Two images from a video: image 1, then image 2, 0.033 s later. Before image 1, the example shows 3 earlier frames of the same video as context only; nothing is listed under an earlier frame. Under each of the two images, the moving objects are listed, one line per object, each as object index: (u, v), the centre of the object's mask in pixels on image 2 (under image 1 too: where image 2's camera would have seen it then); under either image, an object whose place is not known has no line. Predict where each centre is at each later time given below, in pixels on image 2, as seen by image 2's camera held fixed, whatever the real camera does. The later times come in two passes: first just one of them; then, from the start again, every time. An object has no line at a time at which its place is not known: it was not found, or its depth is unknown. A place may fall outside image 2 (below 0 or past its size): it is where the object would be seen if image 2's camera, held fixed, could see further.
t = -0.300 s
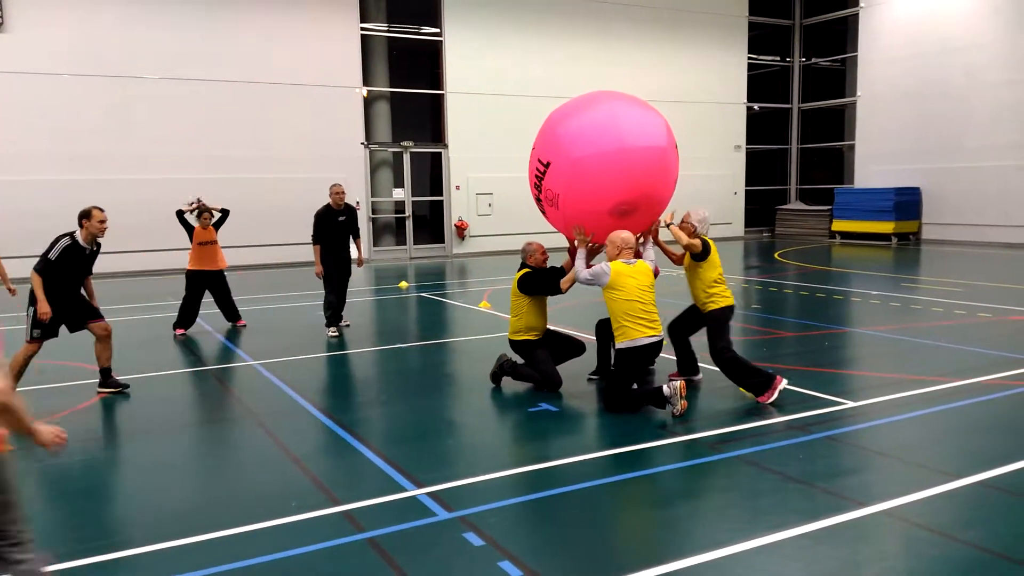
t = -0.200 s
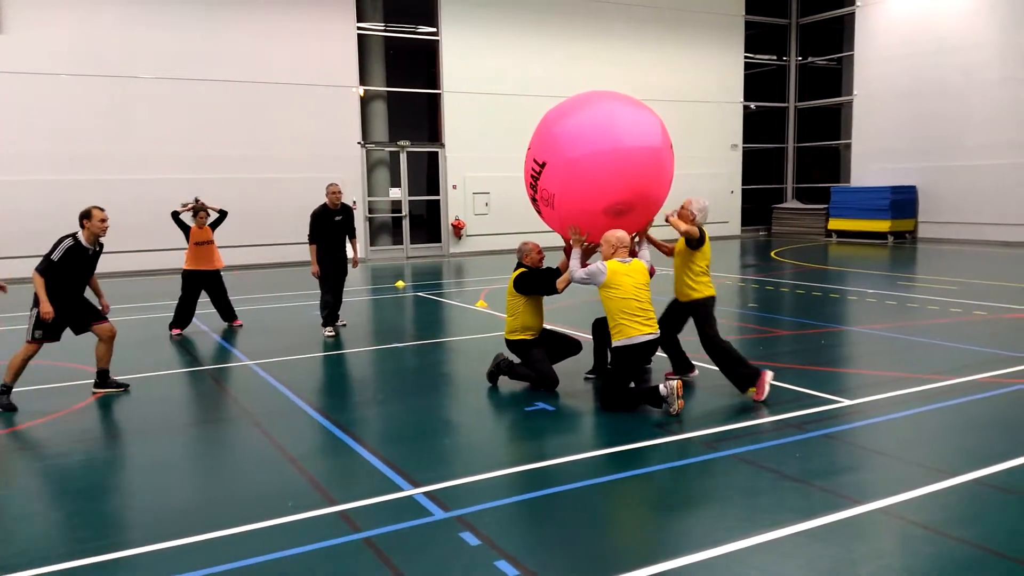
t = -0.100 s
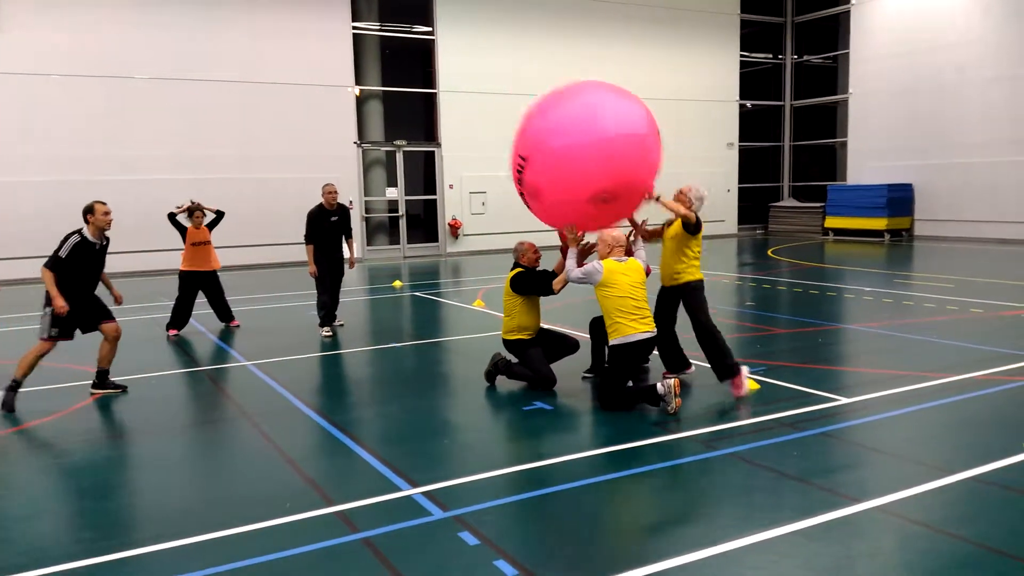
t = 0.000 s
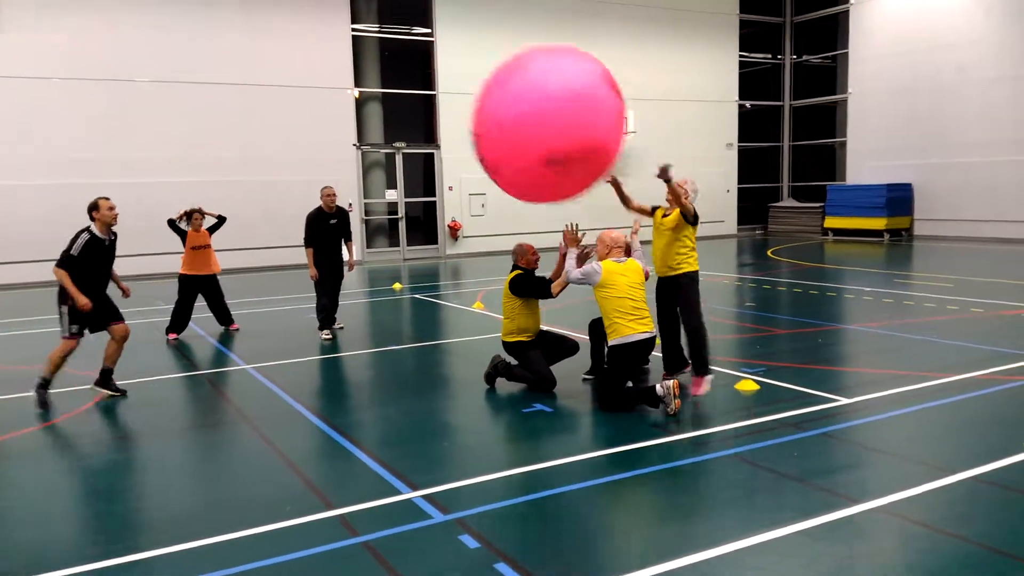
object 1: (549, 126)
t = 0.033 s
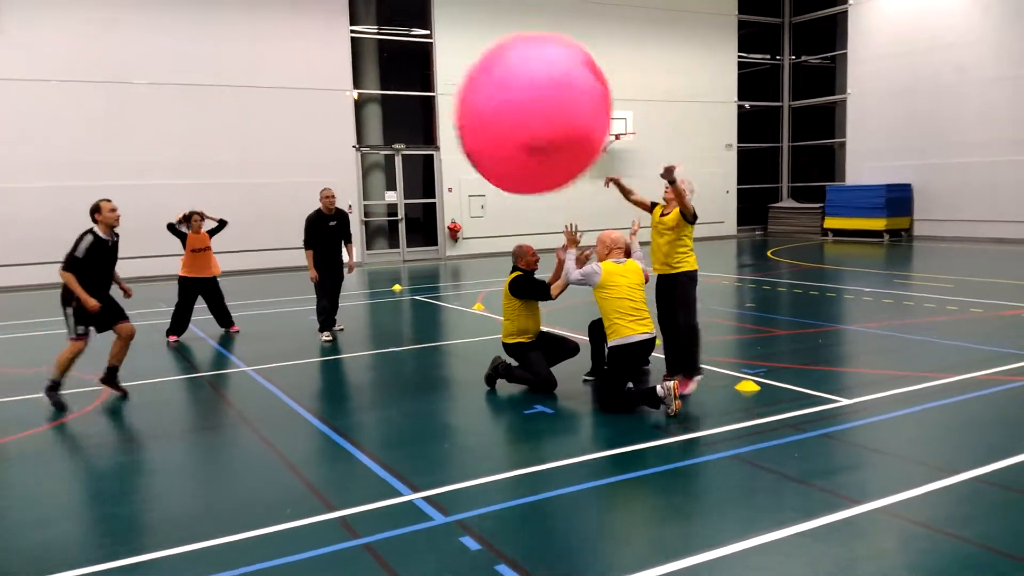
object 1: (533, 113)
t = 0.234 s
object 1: (439, 60)
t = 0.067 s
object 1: (518, 102)
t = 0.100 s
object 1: (502, 91)
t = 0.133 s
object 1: (487, 80)
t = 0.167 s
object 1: (472, 73)
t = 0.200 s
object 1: (455, 66)
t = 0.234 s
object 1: (439, 60)
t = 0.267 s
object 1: (422, 54)
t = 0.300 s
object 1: (404, 49)
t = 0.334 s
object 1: (386, 44)
